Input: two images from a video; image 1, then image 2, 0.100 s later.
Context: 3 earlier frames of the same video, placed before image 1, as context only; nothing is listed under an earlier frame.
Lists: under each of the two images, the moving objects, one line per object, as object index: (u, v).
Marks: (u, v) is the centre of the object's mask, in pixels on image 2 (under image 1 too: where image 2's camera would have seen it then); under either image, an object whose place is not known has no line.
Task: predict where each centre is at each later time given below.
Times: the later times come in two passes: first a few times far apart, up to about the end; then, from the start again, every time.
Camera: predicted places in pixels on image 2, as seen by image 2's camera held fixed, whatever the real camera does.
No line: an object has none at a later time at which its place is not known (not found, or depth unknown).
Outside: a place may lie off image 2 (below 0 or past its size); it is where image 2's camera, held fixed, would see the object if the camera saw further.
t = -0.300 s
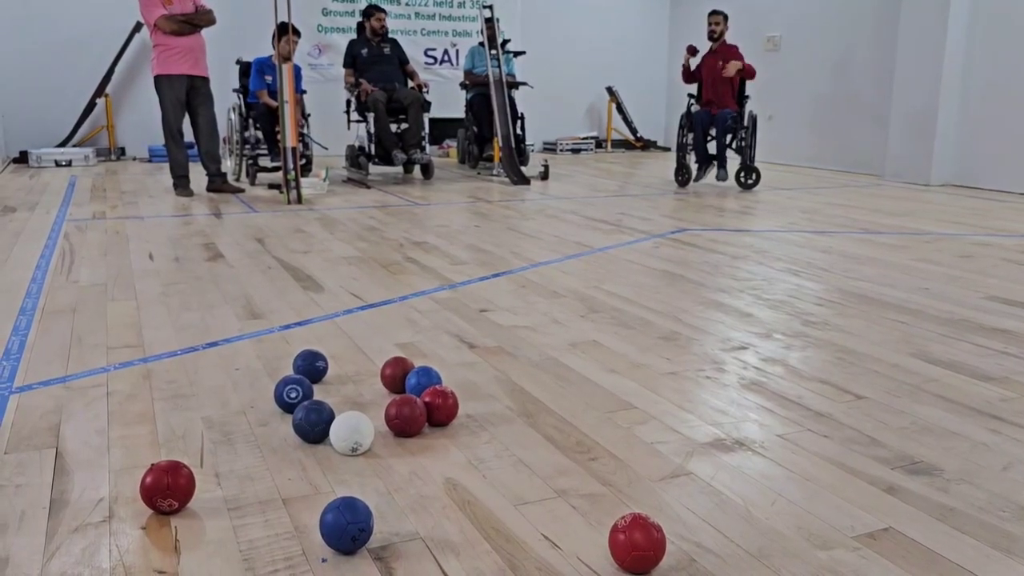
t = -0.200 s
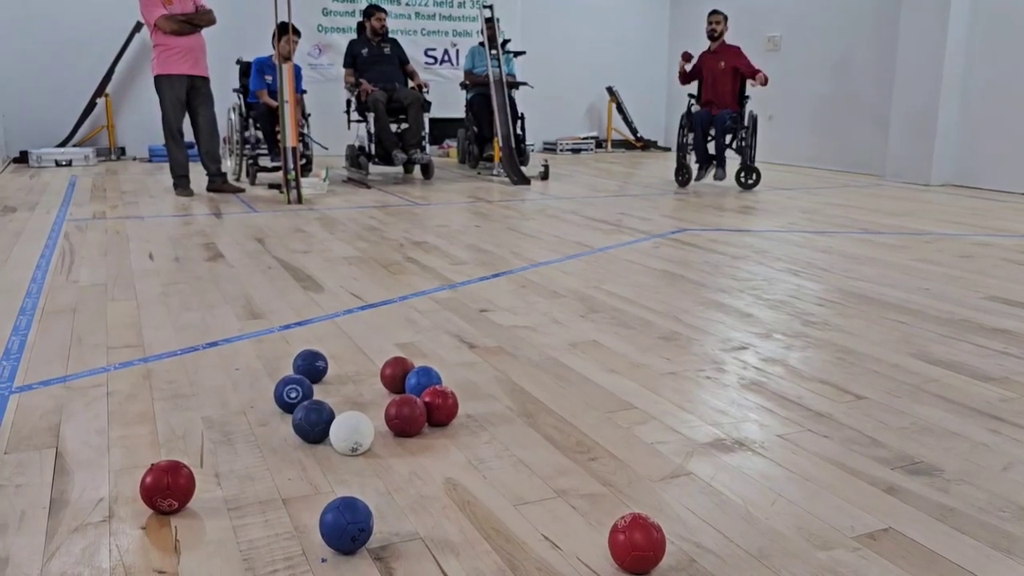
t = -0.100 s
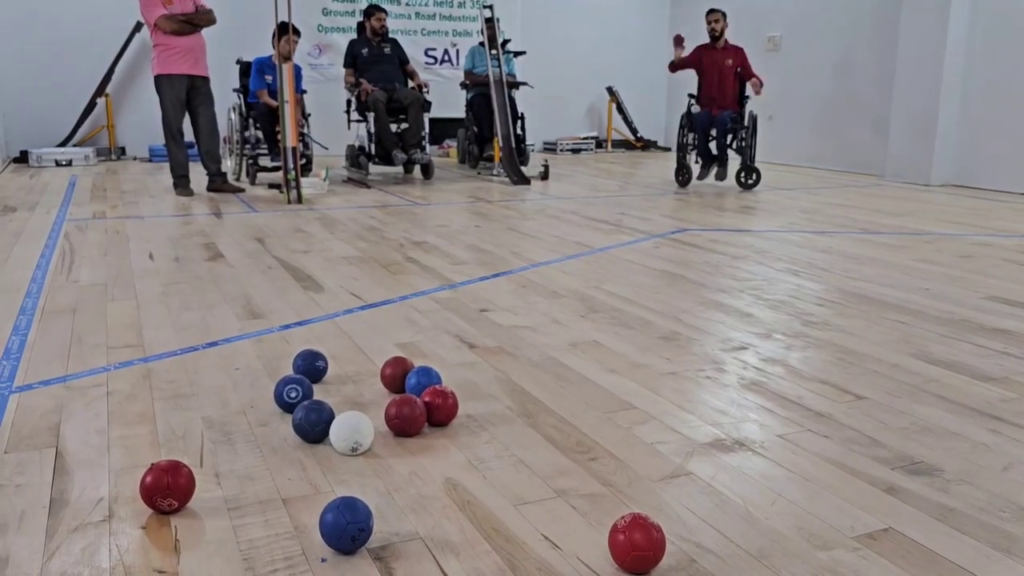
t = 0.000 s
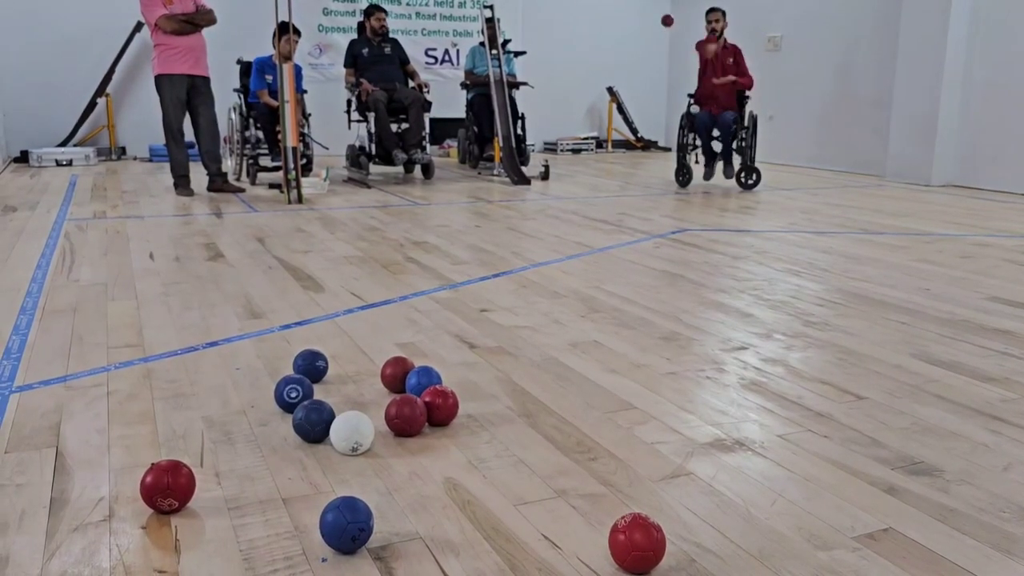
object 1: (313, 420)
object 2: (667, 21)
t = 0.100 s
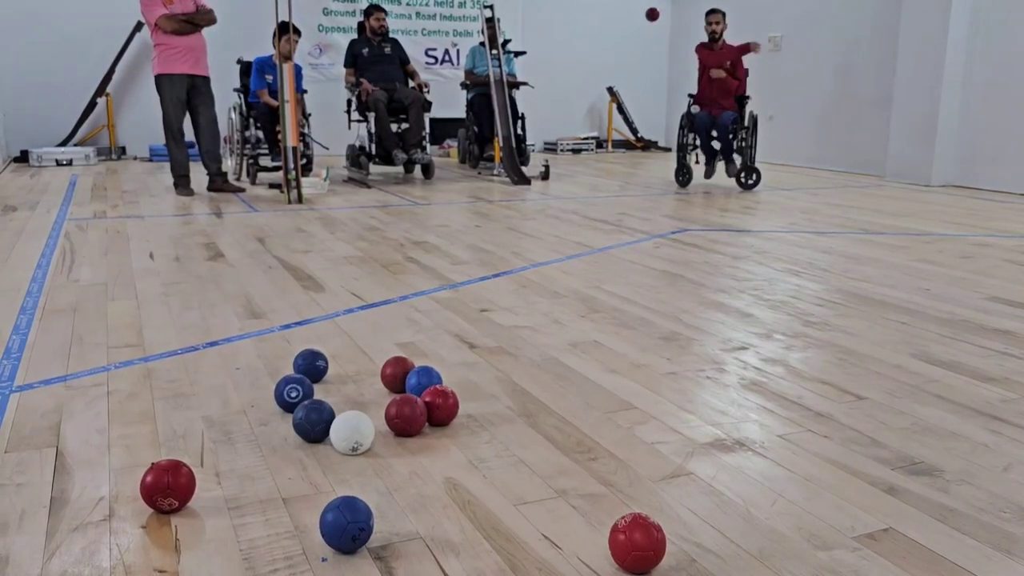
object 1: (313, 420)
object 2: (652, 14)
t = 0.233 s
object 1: (313, 420)
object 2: (624, 34)
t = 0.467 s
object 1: (313, 420)
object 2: (541, 209)
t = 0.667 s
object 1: (313, 420)
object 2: (456, 285)
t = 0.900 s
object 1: (307, 425)
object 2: (313, 389)
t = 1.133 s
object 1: (249, 461)
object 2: (204, 420)
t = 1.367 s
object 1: (217, 492)
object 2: (131, 444)
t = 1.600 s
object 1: (215, 509)
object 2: (84, 450)
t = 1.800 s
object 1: (214, 517)
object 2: (58, 455)
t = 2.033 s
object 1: (214, 519)
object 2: (36, 459)
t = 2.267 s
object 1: (214, 519)
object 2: (30, 459)
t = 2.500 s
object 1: (214, 519)
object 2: (31, 459)
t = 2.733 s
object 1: (214, 519)
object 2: (31, 459)
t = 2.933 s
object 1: (214, 519)
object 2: (30, 459)
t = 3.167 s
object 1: (214, 519)
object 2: (31, 459)
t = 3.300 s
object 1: (214, 519)
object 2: (31, 459)
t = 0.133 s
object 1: (313, 420)
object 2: (646, 16)
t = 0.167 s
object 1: (313, 420)
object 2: (640, 19)
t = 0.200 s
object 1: (313, 420)
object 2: (632, 25)
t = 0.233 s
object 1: (313, 420)
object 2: (624, 34)
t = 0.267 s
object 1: (313, 420)
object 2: (616, 46)
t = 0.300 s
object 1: (313, 420)
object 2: (606, 61)
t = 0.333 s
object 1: (313, 420)
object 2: (596, 80)
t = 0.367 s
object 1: (313, 420)
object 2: (584, 103)
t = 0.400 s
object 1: (313, 420)
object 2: (571, 132)
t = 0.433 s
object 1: (313, 420)
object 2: (558, 166)
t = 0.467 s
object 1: (313, 420)
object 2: (541, 209)
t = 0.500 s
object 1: (313, 420)
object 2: (523, 258)
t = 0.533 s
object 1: (313, 420)
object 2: (507, 291)
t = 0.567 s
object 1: (313, 420)
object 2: (496, 285)
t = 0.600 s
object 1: (313, 420)
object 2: (484, 282)
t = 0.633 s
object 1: (313, 420)
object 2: (470, 281)
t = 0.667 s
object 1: (313, 420)
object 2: (456, 285)
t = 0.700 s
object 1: (313, 420)
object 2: (440, 292)
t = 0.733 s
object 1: (313, 420)
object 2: (423, 306)
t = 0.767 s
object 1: (313, 420)
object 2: (403, 324)
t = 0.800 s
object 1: (313, 420)
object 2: (383, 347)
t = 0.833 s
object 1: (313, 420)
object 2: (357, 367)
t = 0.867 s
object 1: (313, 420)
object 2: (332, 392)
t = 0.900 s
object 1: (307, 425)
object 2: (313, 389)
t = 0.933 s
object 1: (298, 429)
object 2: (297, 380)
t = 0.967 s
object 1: (290, 435)
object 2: (282, 374)
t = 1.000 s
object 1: (282, 440)
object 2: (267, 372)
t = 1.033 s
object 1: (273, 445)
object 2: (251, 376)
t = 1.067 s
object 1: (265, 451)
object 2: (235, 385)
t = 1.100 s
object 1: (257, 456)
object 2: (220, 399)
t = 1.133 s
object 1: (249, 461)
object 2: (204, 420)
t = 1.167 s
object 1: (241, 466)
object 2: (190, 439)
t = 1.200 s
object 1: (233, 472)
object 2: (179, 435)
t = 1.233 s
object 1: (225, 477)
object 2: (168, 437)
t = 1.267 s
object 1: (219, 480)
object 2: (158, 440)
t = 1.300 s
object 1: (218, 484)
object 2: (148, 441)
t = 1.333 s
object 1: (218, 488)
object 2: (139, 443)
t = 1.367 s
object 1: (217, 492)
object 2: (131, 444)
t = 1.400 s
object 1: (217, 494)
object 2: (123, 446)
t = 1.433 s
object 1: (217, 497)
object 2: (115, 447)
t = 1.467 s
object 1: (217, 499)
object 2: (108, 448)
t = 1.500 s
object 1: (216, 502)
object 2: (101, 449)
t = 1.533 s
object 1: (216, 505)
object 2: (95, 449)
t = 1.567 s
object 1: (215, 507)
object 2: (89, 450)
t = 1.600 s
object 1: (215, 509)
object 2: (84, 450)
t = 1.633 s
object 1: (215, 511)
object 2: (79, 451)
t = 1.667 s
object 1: (215, 513)
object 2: (74, 452)
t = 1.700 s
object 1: (215, 514)
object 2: (69, 452)
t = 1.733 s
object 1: (214, 515)
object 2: (65, 453)
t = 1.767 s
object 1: (214, 517)
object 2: (61, 454)
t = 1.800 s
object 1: (214, 517)
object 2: (58, 455)
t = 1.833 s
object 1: (214, 518)
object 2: (54, 455)
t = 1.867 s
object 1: (214, 519)
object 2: (50, 456)
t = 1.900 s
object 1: (214, 519)
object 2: (47, 457)
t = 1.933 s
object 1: (214, 519)
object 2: (44, 457)
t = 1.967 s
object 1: (214, 519)
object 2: (41, 458)
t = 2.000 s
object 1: (214, 519)
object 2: (38, 458)
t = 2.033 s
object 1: (214, 519)
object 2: (36, 459)
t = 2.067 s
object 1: (214, 519)
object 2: (34, 459)
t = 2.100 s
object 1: (214, 519)
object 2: (32, 459)
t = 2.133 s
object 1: (214, 519)
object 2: (31, 459)
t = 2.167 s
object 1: (214, 519)
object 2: (30, 459)
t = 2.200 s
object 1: (214, 519)
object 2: (30, 459)
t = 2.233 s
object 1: (214, 519)
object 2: (30, 459)
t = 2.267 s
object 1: (214, 519)
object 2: (30, 459)
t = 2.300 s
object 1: (214, 519)
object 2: (31, 459)
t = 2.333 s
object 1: (214, 519)
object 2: (31, 459)
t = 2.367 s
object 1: (214, 518)
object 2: (31, 459)
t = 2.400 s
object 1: (214, 519)
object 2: (31, 459)
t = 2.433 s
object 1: (214, 519)
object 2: (31, 459)
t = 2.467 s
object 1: (214, 519)
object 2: (31, 459)
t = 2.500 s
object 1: (214, 519)
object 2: (31, 459)
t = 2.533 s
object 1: (214, 519)
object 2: (31, 459)
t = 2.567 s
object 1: (214, 519)
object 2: (31, 459)
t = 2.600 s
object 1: (214, 519)
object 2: (31, 459)
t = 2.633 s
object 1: (214, 519)
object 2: (31, 459)
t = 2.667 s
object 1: (214, 518)
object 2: (31, 459)
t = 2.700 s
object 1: (214, 519)
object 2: (31, 459)
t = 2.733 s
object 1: (214, 519)
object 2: (31, 459)
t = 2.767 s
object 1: (214, 519)
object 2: (31, 459)
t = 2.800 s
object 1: (214, 518)
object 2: (31, 459)
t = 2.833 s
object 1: (214, 518)
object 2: (31, 459)
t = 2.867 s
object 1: (214, 519)
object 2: (30, 459)
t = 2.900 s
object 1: (214, 519)
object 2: (31, 459)
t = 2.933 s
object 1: (214, 519)
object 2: (30, 459)
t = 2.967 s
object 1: (214, 519)
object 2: (30, 459)
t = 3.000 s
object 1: (214, 519)
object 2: (30, 460)
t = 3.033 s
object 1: (214, 519)
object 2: (30, 459)
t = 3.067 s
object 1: (214, 519)
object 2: (30, 459)
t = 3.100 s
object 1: (214, 519)
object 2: (30, 459)
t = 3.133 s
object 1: (214, 519)
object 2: (31, 459)
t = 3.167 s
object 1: (214, 519)
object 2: (31, 459)
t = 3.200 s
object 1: (214, 519)
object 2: (31, 459)
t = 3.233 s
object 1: (214, 519)
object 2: (31, 459)
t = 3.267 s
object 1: (214, 519)
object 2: (31, 459)
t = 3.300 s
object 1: (214, 519)
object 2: (31, 459)
